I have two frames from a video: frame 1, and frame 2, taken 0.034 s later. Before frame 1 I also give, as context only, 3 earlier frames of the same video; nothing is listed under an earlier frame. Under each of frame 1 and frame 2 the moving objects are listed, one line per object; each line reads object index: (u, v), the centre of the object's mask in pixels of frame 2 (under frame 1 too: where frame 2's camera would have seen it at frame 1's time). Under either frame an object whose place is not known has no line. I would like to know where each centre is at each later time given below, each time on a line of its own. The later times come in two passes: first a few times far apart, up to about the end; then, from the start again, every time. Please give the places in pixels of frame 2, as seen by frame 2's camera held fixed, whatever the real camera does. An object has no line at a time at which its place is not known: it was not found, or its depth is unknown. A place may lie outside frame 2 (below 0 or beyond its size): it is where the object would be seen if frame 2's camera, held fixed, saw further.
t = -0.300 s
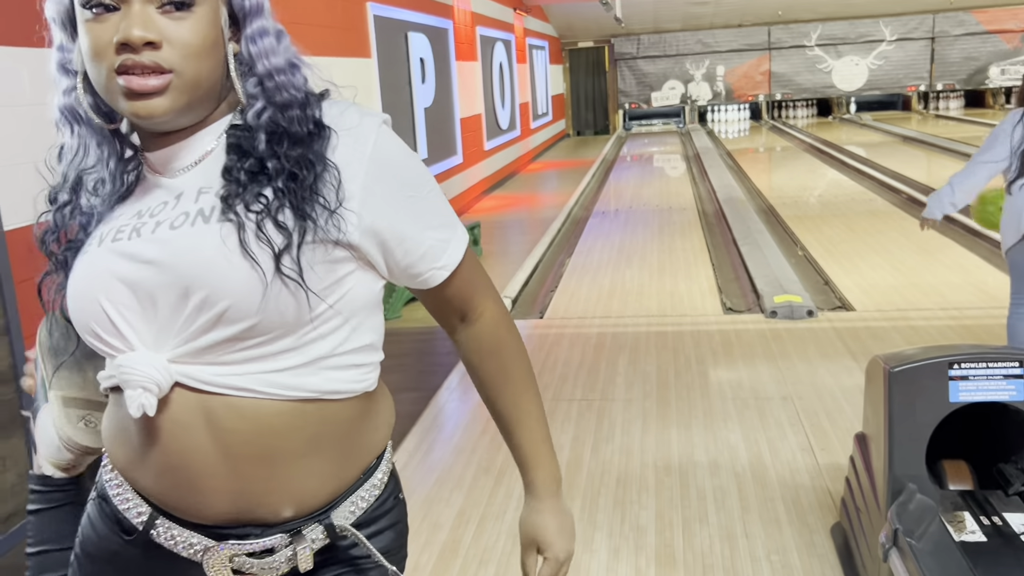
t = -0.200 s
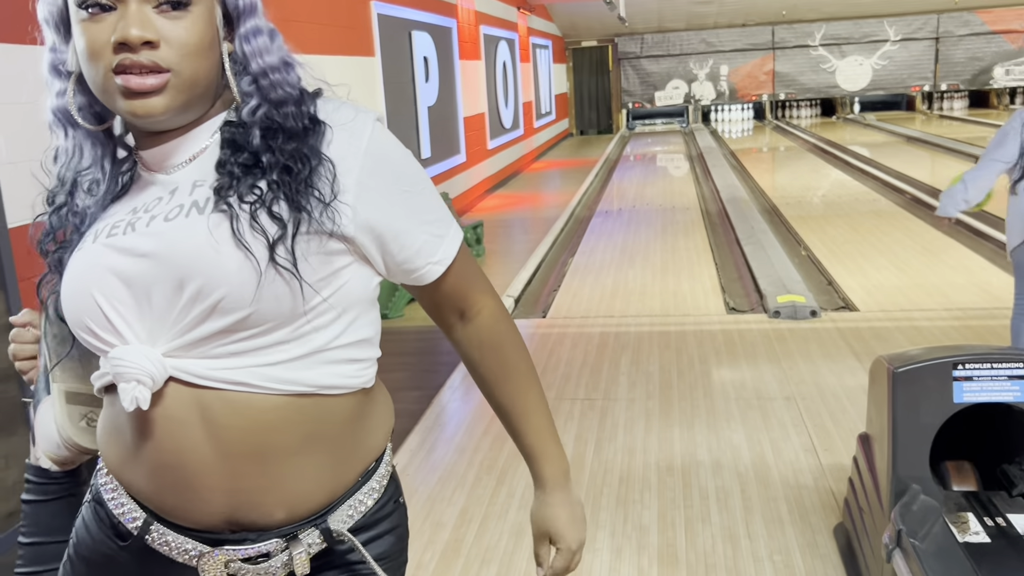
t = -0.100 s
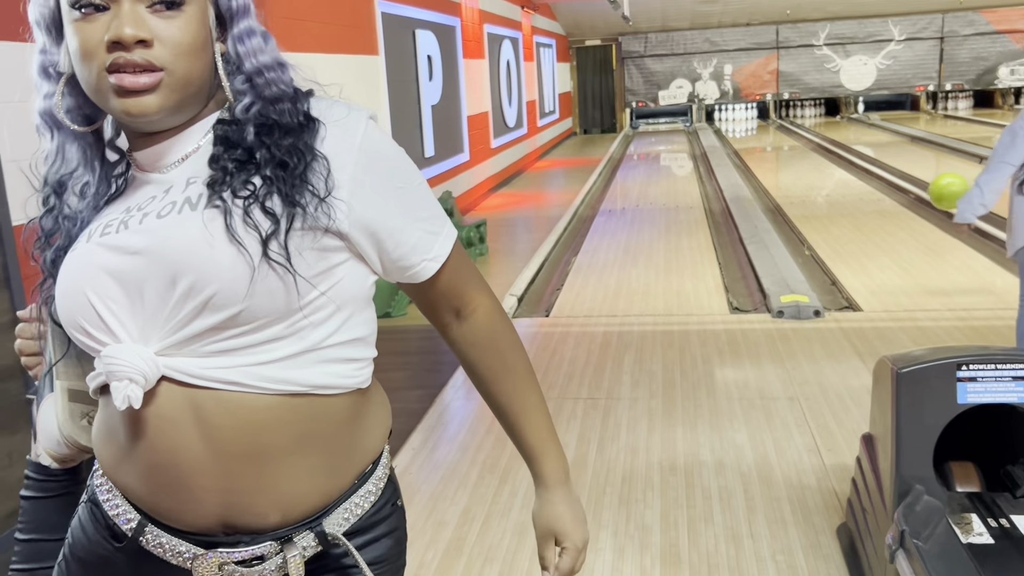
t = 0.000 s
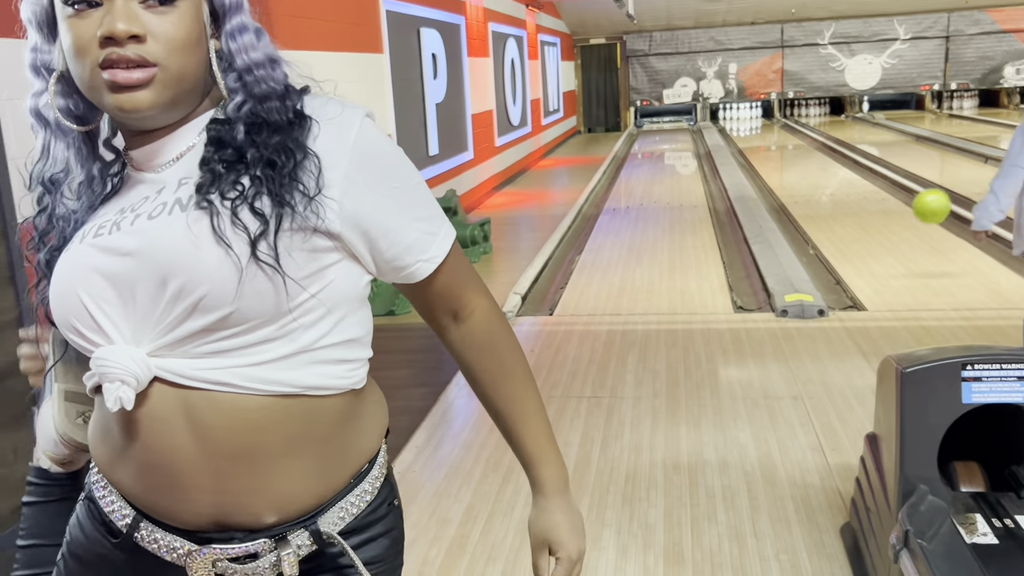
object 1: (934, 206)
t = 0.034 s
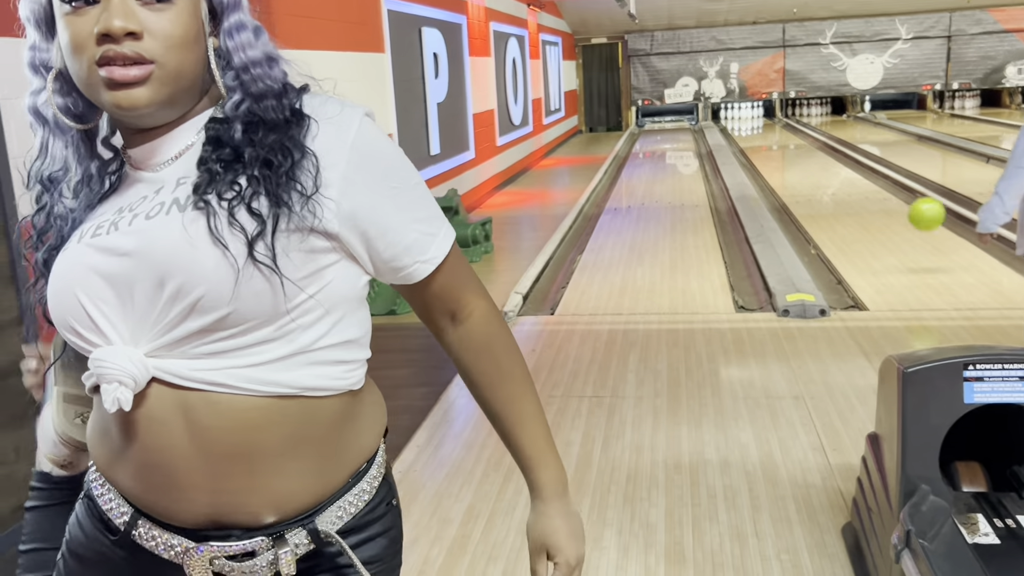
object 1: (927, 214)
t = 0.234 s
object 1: (892, 231)
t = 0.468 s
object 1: (865, 214)
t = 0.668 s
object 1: (847, 200)
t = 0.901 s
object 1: (829, 186)
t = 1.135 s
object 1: (815, 176)
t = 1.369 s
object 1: (803, 167)
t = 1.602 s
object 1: (793, 159)
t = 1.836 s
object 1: (785, 154)
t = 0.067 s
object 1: (920, 223)
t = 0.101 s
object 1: (913, 234)
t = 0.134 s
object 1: (907, 246)
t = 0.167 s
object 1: (902, 240)
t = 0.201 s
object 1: (897, 234)
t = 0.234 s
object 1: (892, 231)
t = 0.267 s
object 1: (888, 228)
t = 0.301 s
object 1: (884, 227)
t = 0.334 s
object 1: (880, 225)
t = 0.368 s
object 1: (876, 223)
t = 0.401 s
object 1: (872, 220)
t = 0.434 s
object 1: (869, 217)
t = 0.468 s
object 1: (865, 214)
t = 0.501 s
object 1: (862, 212)
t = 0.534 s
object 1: (859, 209)
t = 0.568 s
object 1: (856, 207)
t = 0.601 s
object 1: (853, 204)
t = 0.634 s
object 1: (850, 202)
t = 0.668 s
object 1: (847, 200)
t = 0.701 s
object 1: (844, 197)
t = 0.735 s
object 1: (841, 196)
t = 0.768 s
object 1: (839, 193)
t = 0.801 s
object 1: (836, 191)
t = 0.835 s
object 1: (834, 190)
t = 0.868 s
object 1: (831, 188)
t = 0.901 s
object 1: (829, 186)
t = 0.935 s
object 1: (827, 185)
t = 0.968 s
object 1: (825, 183)
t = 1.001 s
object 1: (823, 181)
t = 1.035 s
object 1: (821, 180)
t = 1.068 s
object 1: (818, 179)
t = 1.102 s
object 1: (817, 177)
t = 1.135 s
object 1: (815, 176)
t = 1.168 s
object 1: (813, 175)
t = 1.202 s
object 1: (811, 174)
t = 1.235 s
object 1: (809, 172)
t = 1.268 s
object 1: (808, 171)
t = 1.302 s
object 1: (806, 169)
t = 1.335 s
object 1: (804, 168)
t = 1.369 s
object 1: (803, 167)
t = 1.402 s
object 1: (801, 166)
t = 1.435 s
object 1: (800, 165)
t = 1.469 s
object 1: (798, 164)
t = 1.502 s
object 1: (797, 163)
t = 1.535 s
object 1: (795, 162)
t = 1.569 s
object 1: (794, 161)
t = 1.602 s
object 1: (793, 159)
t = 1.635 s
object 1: (792, 158)
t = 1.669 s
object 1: (791, 158)
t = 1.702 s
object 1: (790, 157)
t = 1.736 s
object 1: (788, 155)
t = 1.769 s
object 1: (787, 155)
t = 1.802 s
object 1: (786, 154)
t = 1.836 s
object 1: (785, 154)
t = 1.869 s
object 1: (783, 153)
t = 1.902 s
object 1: (779, 153)
